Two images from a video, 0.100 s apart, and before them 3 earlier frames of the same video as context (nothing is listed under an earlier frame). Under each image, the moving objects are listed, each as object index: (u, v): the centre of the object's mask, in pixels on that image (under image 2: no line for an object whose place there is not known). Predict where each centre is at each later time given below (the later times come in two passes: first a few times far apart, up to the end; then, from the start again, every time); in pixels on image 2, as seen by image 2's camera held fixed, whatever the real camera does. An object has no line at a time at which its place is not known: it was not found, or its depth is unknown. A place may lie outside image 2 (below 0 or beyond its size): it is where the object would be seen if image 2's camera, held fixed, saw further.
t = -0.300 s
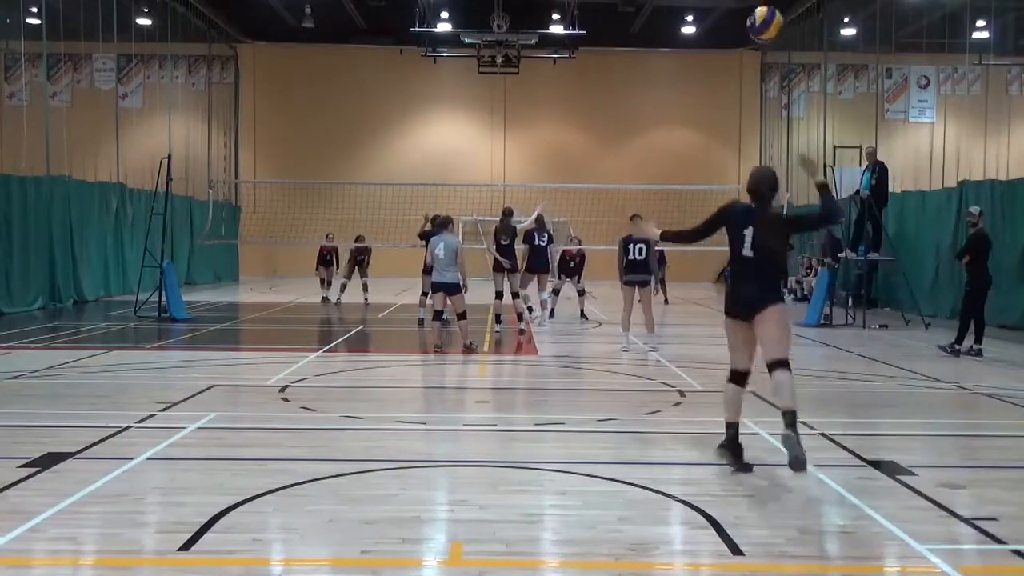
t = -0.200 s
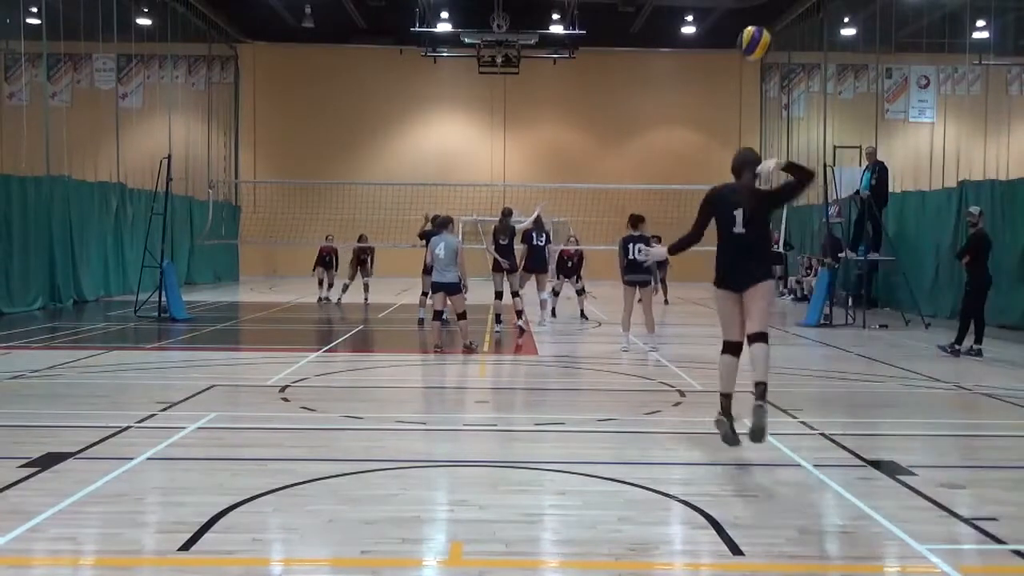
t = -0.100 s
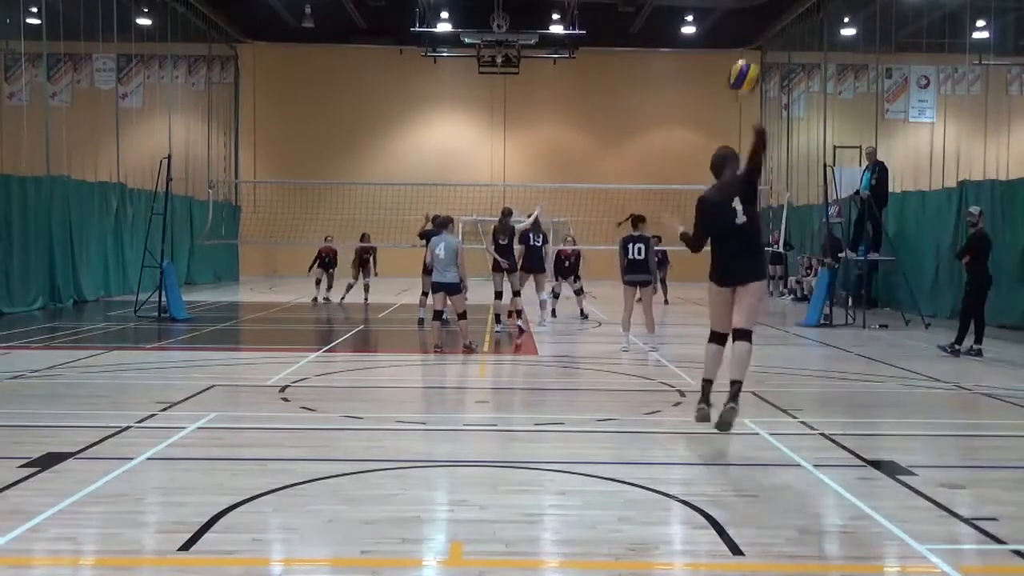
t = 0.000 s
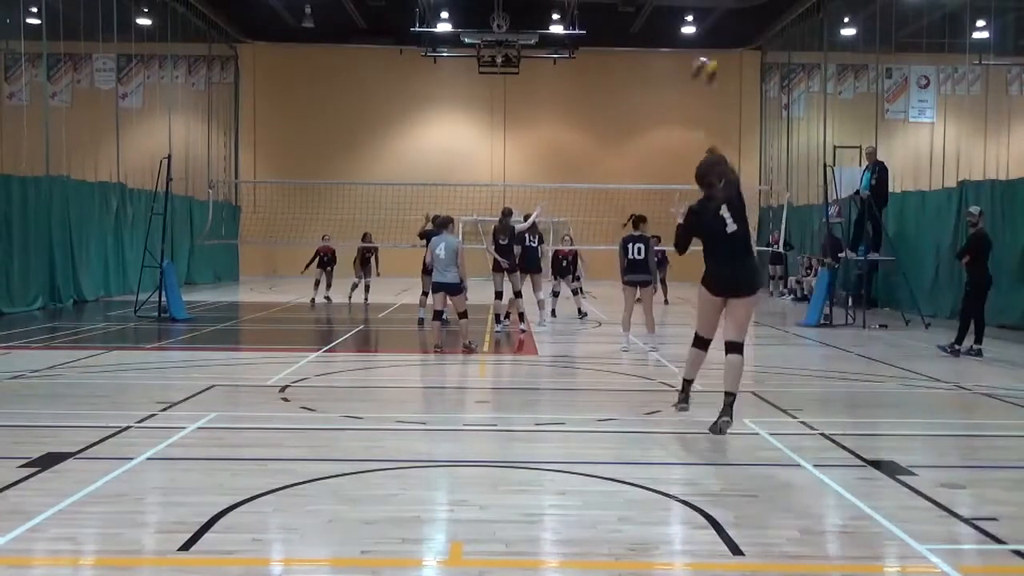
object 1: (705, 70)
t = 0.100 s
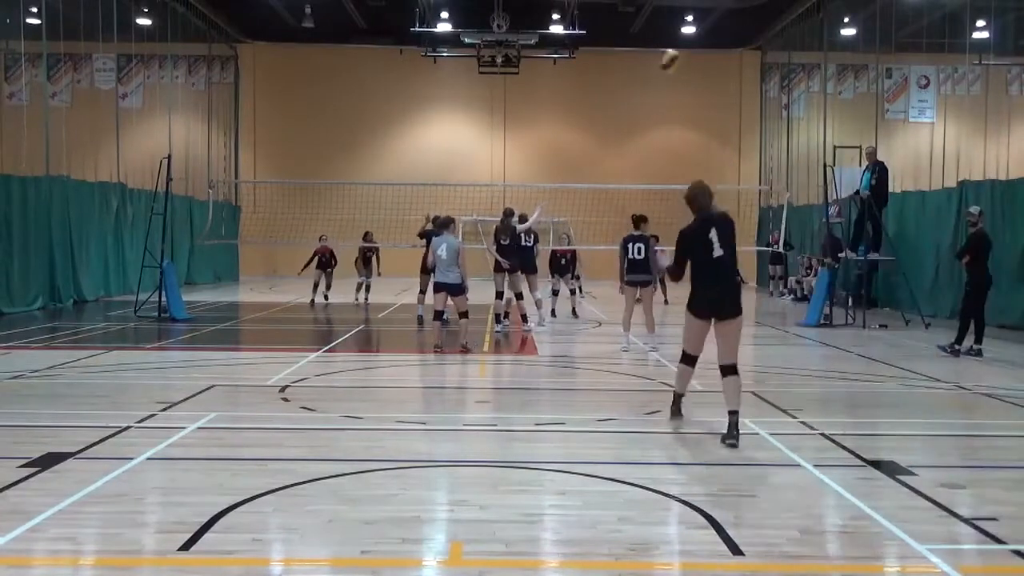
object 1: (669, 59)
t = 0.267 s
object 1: (630, 61)
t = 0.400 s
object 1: (610, 73)
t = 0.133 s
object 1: (660, 57)
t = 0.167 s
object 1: (651, 58)
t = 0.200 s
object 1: (643, 58)
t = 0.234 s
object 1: (637, 59)
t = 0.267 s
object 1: (630, 61)
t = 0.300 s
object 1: (624, 63)
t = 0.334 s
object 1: (619, 66)
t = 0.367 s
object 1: (614, 69)
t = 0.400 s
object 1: (610, 73)
